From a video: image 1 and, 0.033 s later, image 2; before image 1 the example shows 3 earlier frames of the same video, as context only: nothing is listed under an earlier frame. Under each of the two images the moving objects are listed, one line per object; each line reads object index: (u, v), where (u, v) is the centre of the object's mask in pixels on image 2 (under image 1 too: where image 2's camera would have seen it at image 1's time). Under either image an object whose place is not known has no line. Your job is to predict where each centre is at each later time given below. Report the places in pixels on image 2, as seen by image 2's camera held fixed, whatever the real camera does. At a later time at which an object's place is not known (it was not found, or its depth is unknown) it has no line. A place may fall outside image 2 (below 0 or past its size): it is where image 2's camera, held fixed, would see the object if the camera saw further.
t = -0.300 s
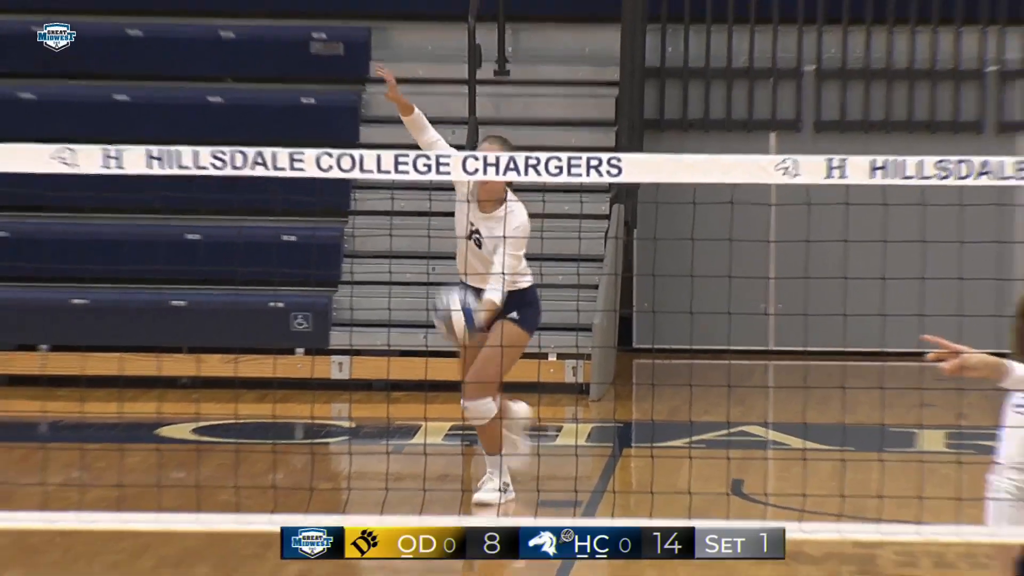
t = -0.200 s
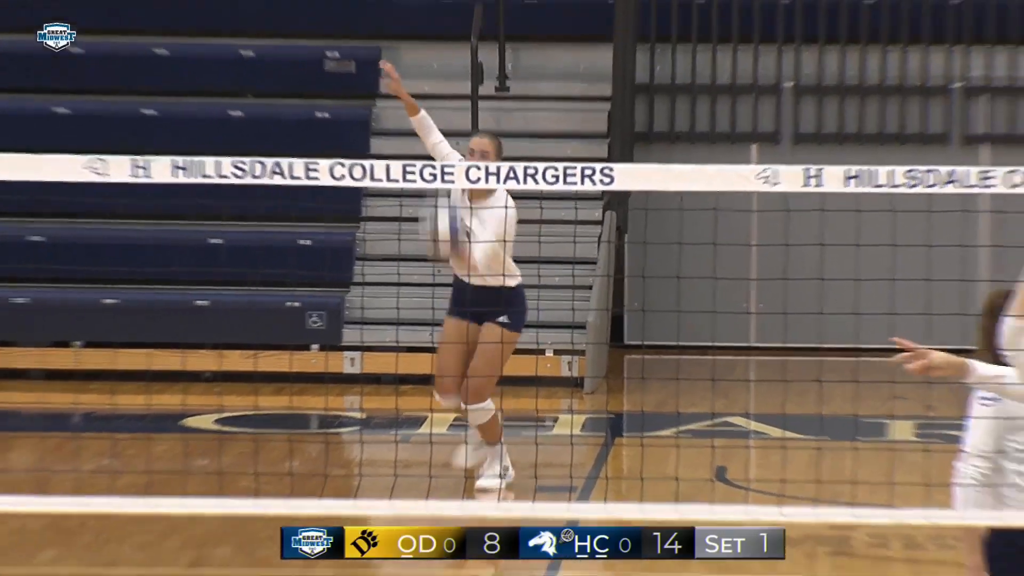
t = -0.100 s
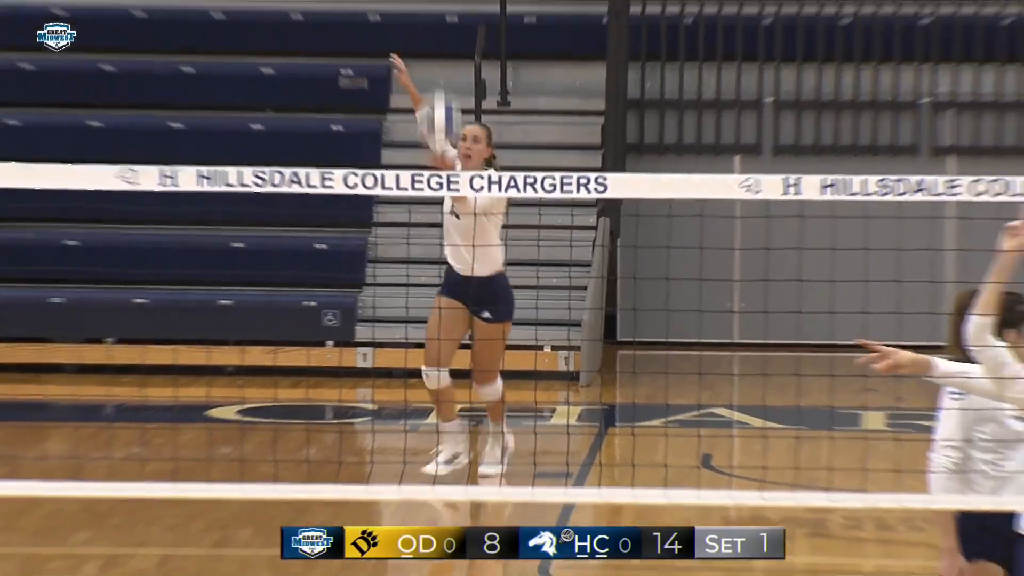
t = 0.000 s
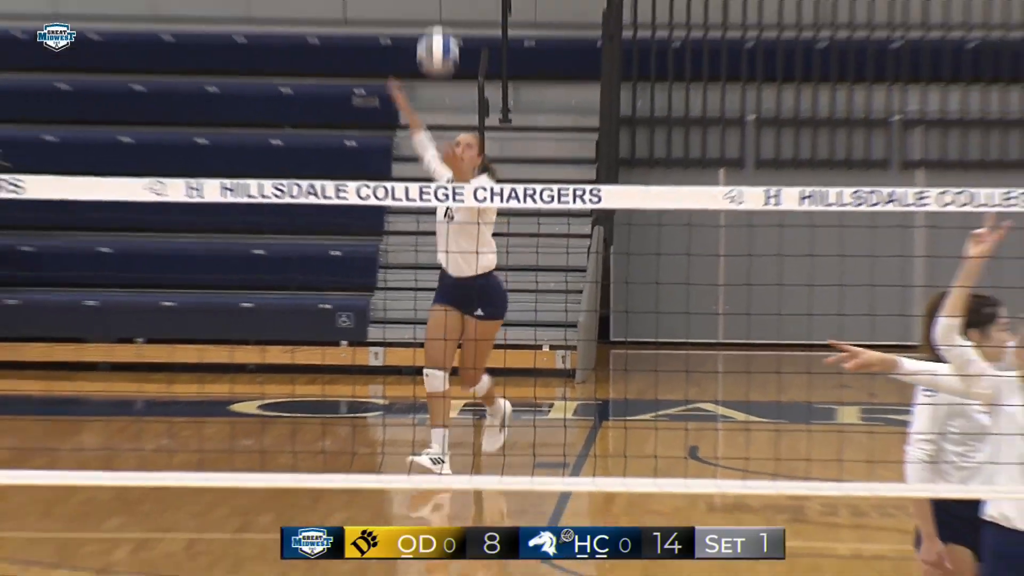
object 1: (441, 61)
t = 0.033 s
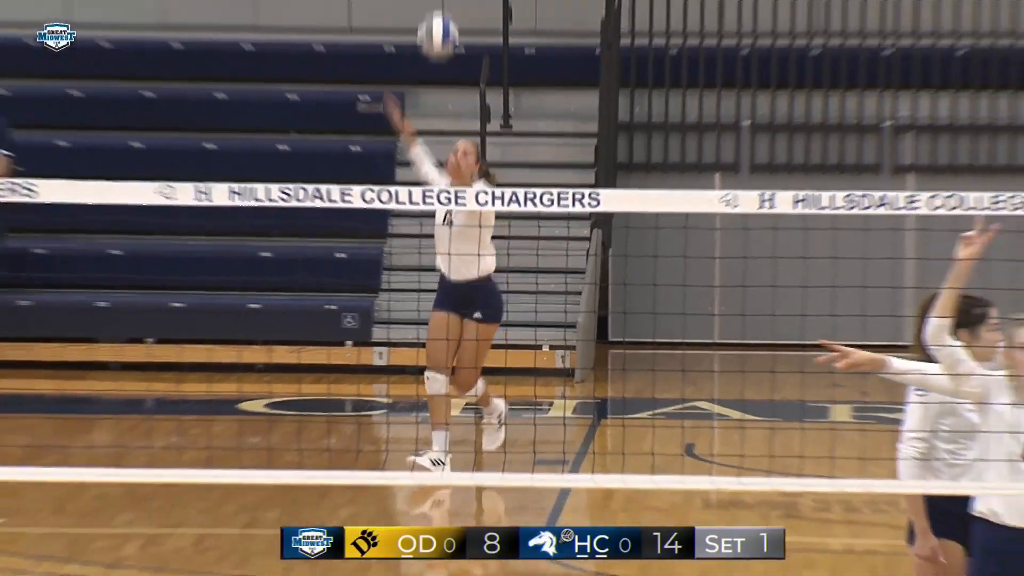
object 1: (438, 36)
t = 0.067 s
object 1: (435, 13)
